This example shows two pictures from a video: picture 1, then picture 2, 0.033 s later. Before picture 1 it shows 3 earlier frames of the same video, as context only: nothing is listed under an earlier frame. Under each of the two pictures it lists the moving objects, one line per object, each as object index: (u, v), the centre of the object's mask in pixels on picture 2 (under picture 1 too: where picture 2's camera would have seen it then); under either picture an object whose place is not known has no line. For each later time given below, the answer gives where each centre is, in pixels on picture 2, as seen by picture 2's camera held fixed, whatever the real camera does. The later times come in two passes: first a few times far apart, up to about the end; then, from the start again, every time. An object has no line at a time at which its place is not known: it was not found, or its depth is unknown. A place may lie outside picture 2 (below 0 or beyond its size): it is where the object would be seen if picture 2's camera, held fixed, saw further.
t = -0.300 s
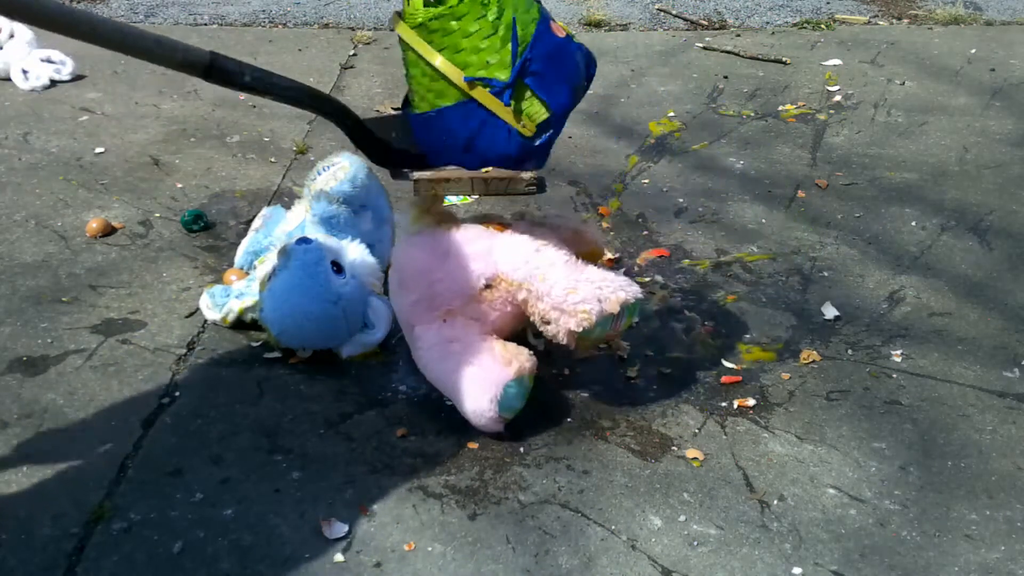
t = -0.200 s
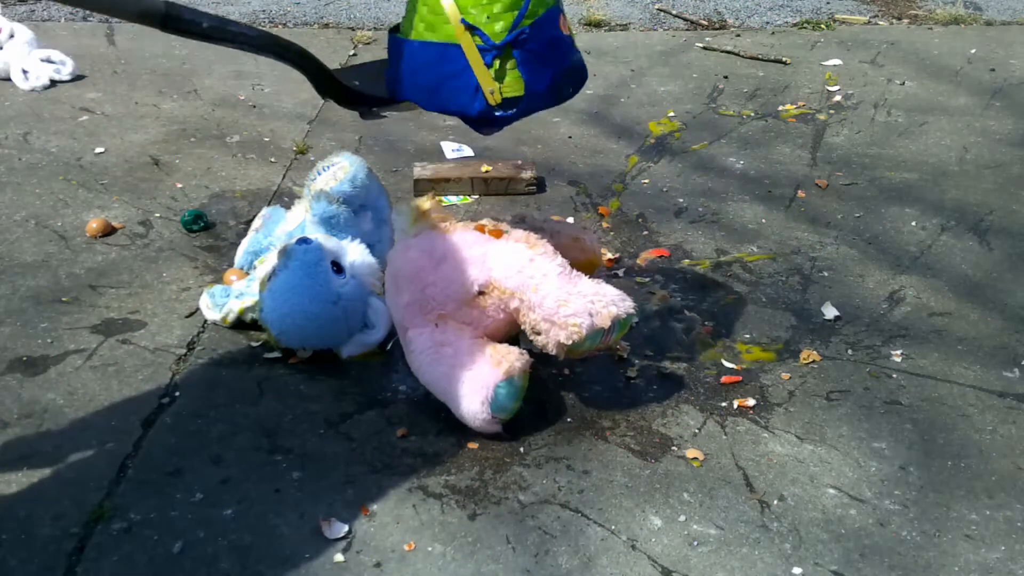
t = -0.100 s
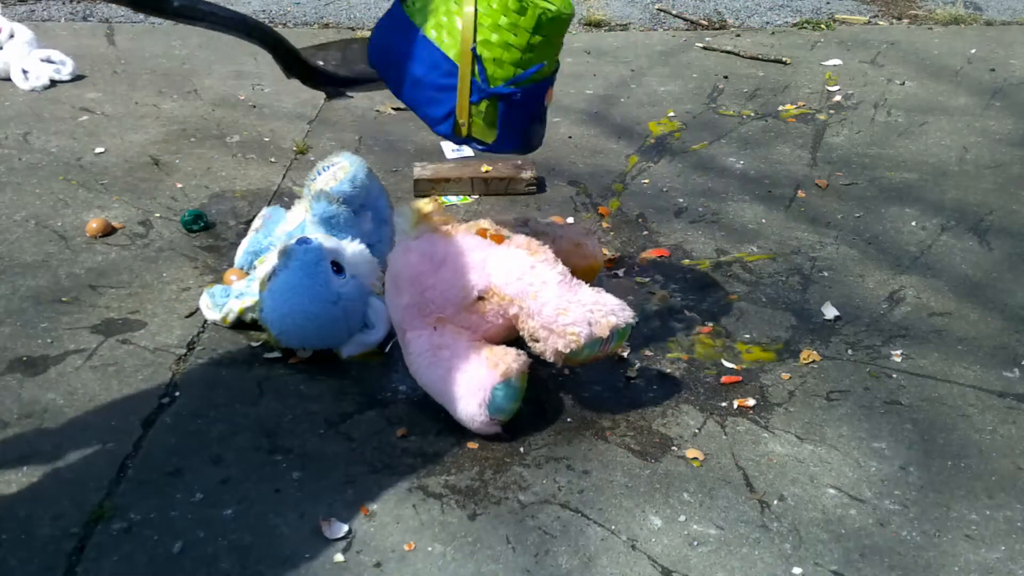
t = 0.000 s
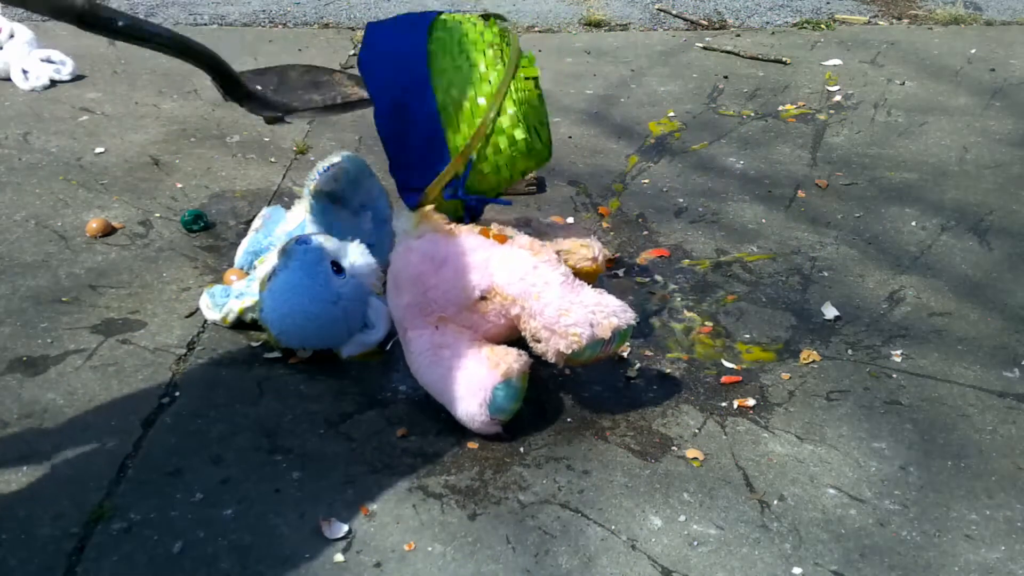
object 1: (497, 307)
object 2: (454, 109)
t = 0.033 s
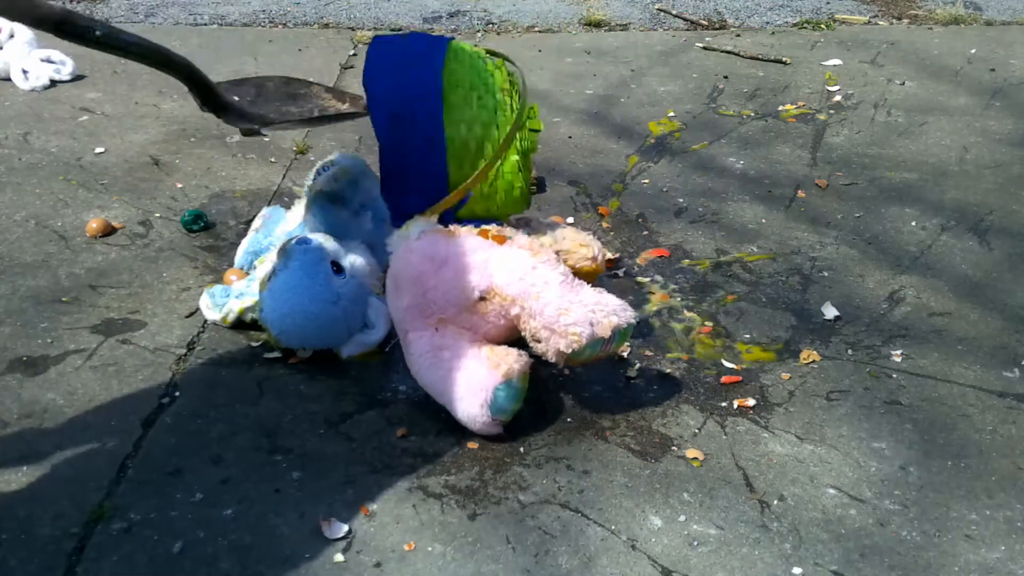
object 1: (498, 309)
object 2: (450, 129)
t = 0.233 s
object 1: (478, 313)
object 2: (420, 175)
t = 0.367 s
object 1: (477, 313)
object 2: (407, 187)
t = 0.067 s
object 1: (496, 313)
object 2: (443, 147)
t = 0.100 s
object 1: (491, 315)
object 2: (435, 161)
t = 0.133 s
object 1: (486, 315)
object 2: (429, 168)
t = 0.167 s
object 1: (481, 314)
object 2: (424, 171)
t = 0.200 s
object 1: (479, 312)
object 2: (419, 176)
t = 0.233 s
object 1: (478, 313)
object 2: (420, 175)
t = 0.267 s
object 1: (477, 313)
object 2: (414, 180)
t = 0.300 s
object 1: (477, 313)
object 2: (408, 186)
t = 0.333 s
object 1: (476, 313)
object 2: (407, 188)
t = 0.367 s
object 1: (477, 313)
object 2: (407, 187)
